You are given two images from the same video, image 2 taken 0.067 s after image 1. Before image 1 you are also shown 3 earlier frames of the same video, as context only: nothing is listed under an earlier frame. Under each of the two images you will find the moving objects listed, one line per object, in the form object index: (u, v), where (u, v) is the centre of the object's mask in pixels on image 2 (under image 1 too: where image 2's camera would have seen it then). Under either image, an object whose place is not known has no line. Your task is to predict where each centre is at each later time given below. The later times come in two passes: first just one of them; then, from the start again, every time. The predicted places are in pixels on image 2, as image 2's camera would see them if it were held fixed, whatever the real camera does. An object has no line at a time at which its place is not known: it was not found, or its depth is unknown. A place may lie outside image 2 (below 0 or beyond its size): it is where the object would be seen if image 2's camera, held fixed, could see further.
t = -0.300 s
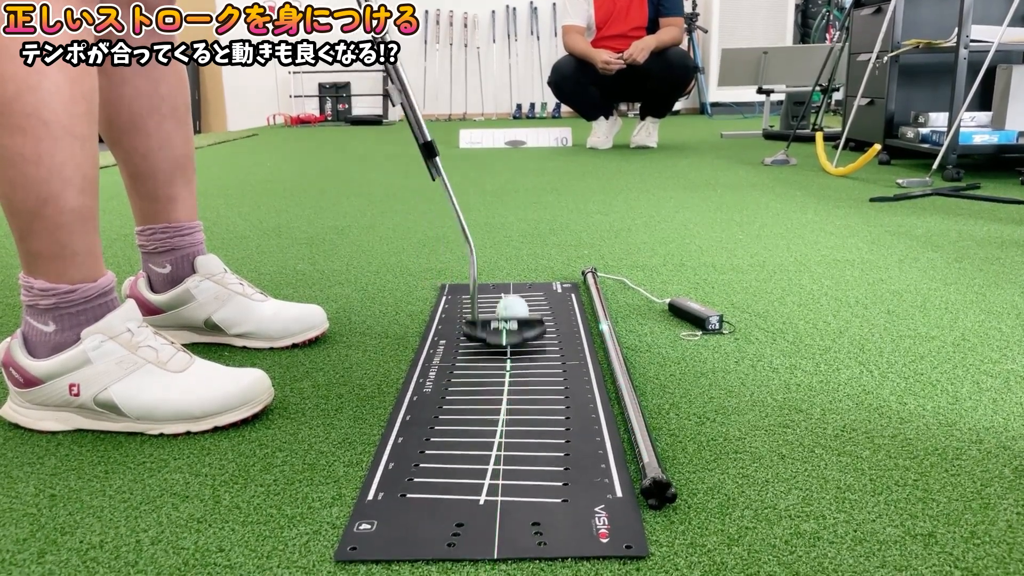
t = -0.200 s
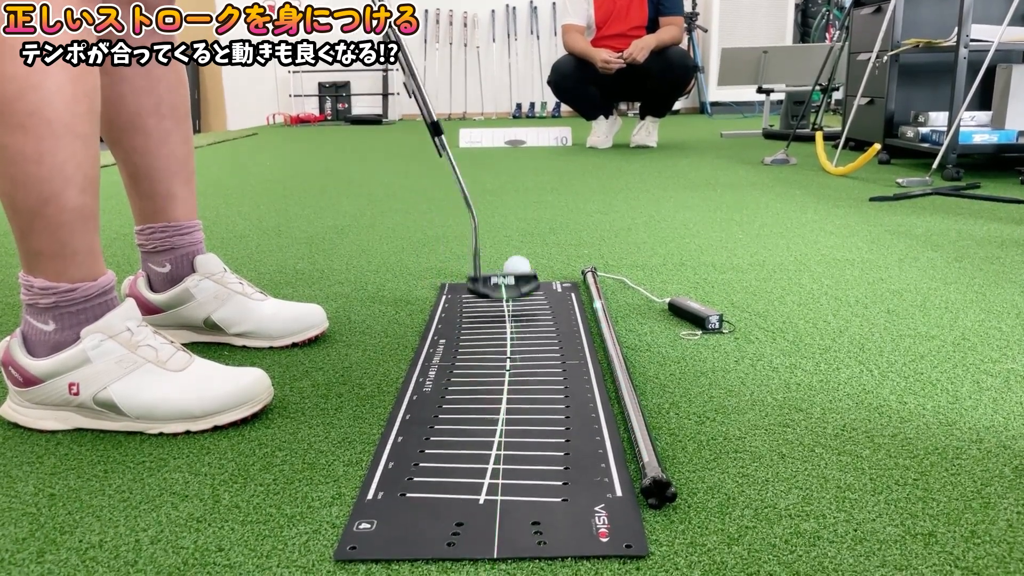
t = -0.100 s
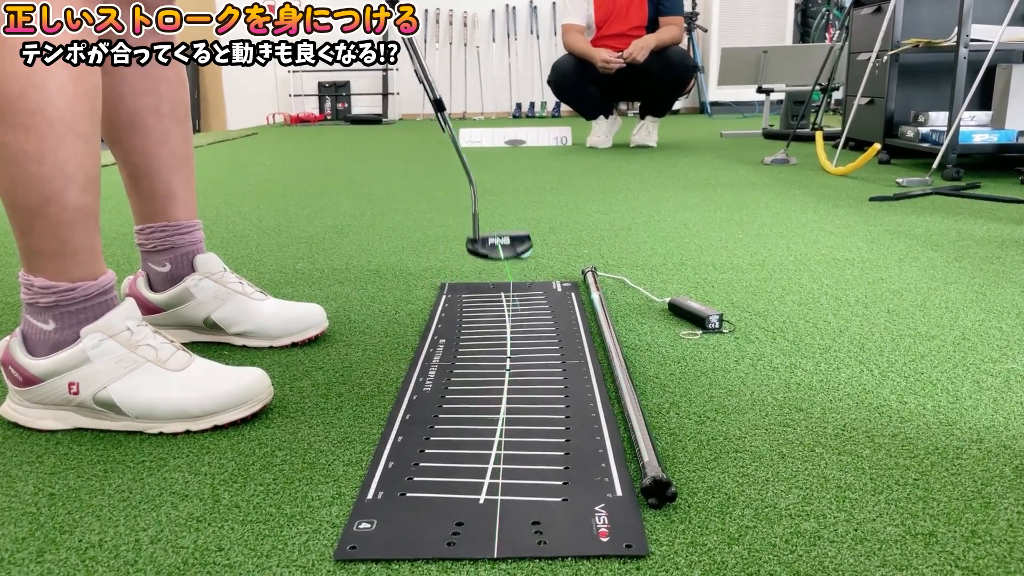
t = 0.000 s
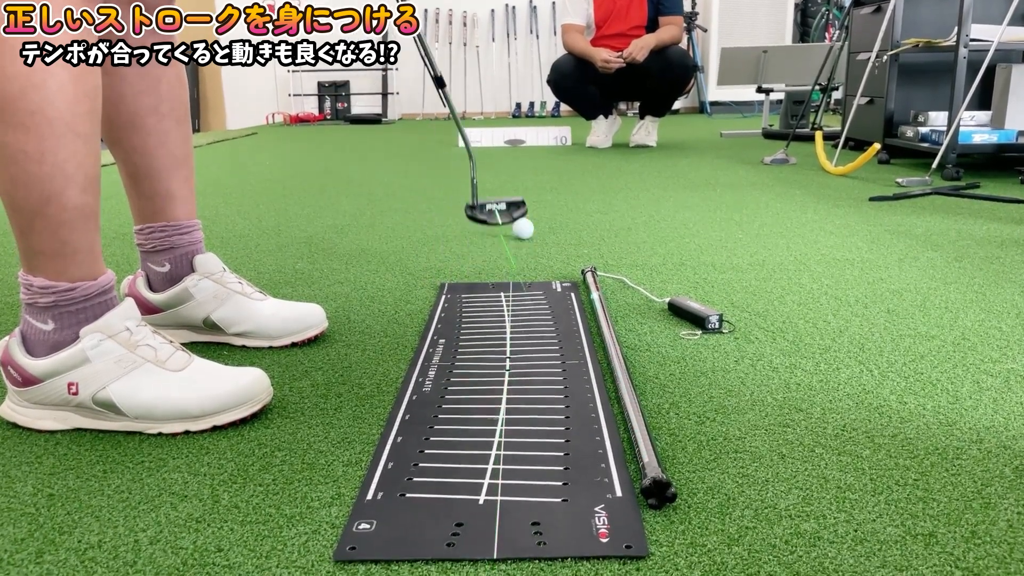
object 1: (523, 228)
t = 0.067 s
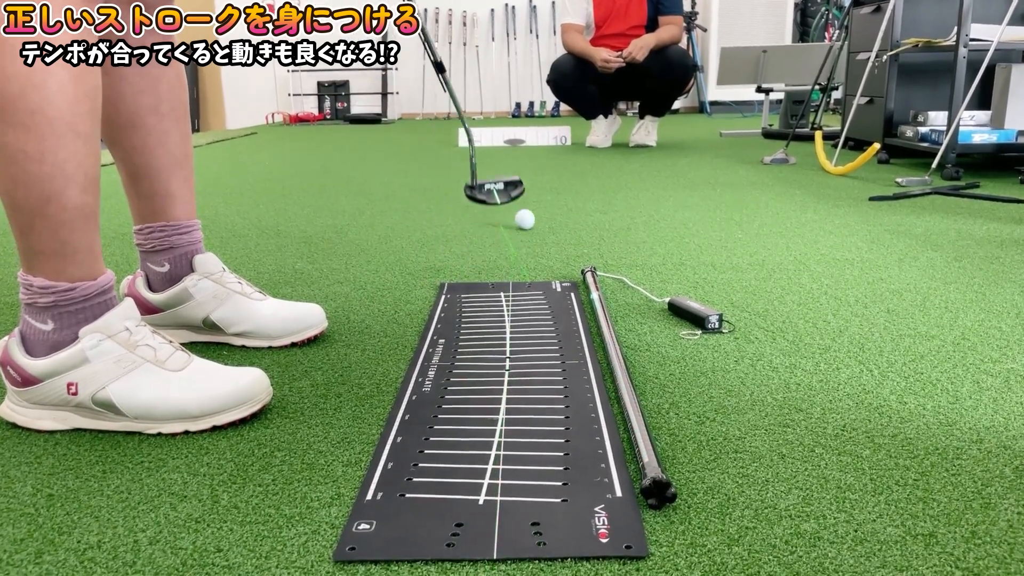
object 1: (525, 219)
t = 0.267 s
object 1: (528, 198)
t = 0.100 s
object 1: (525, 215)
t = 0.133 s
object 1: (526, 211)
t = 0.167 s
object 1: (527, 207)
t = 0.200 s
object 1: (527, 204)
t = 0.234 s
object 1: (527, 201)
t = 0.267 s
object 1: (528, 198)
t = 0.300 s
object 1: (528, 195)
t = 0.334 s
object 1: (528, 193)
